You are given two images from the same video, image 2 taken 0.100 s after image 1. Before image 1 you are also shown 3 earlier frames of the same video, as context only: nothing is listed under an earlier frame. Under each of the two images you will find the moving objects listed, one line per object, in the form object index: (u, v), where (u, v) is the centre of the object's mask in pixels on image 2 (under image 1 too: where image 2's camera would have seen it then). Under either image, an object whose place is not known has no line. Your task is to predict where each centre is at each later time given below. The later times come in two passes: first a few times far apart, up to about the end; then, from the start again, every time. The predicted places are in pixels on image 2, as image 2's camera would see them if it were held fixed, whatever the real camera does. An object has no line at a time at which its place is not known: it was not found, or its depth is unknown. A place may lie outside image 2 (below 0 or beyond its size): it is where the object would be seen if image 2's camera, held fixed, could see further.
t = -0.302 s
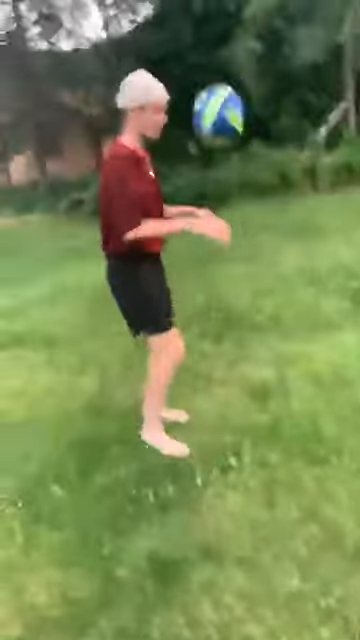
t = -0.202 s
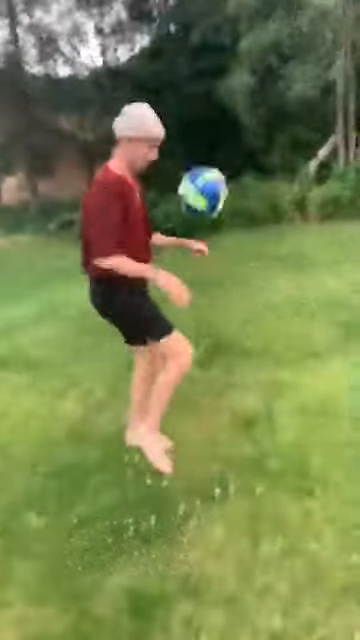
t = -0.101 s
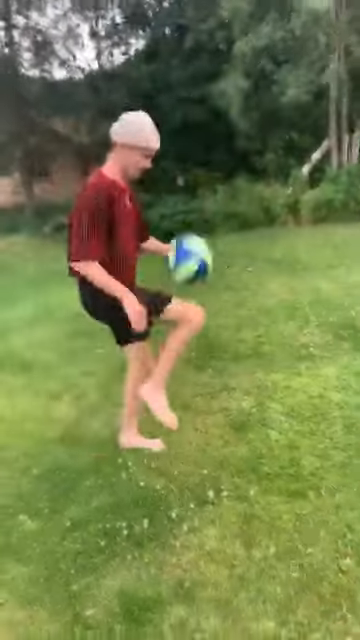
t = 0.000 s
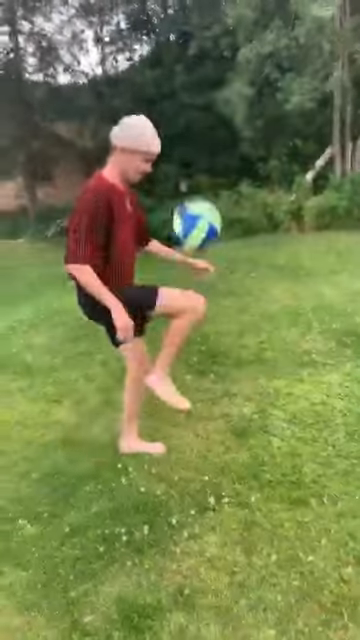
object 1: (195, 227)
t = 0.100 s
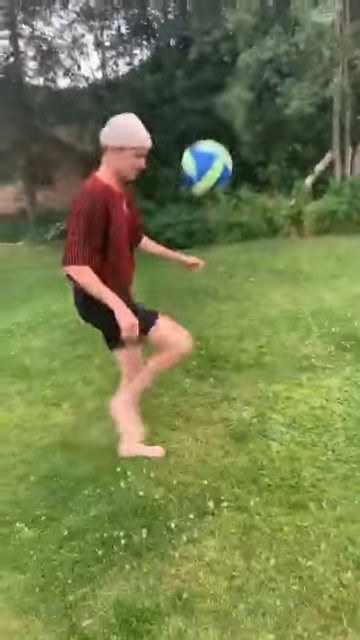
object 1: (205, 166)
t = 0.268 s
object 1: (225, 110)
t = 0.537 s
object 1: (253, 168)
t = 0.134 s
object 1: (209, 151)
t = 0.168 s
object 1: (213, 137)
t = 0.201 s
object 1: (217, 125)
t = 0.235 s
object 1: (221, 116)
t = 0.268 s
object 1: (225, 110)
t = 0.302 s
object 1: (227, 106)
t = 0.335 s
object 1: (232, 106)
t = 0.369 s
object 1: (237, 108)
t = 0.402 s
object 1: (241, 113)
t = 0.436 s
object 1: (244, 123)
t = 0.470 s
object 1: (247, 136)
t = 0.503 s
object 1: (250, 152)
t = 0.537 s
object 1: (253, 168)
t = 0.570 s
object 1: (256, 189)
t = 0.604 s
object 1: (258, 213)
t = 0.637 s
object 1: (260, 240)
